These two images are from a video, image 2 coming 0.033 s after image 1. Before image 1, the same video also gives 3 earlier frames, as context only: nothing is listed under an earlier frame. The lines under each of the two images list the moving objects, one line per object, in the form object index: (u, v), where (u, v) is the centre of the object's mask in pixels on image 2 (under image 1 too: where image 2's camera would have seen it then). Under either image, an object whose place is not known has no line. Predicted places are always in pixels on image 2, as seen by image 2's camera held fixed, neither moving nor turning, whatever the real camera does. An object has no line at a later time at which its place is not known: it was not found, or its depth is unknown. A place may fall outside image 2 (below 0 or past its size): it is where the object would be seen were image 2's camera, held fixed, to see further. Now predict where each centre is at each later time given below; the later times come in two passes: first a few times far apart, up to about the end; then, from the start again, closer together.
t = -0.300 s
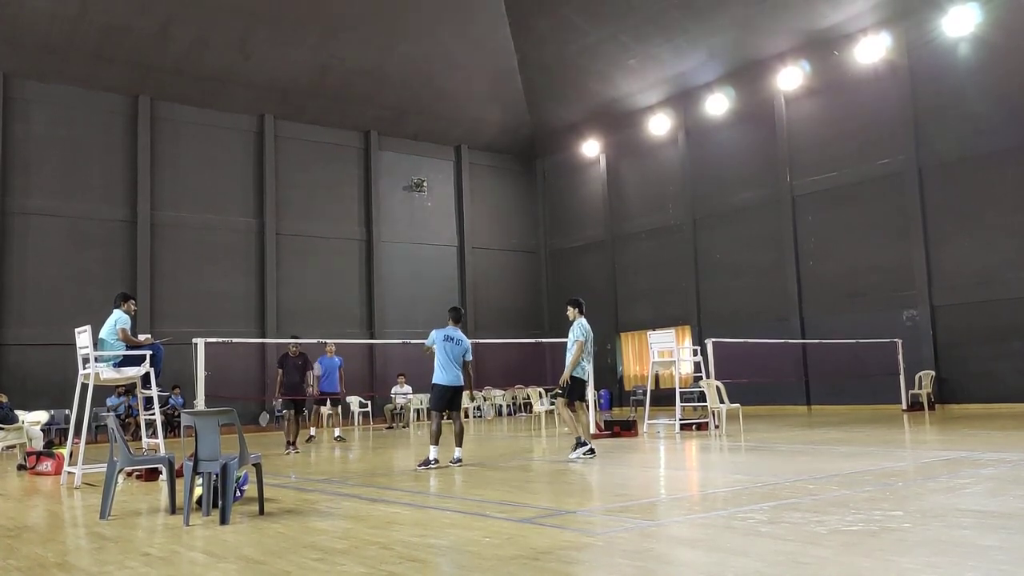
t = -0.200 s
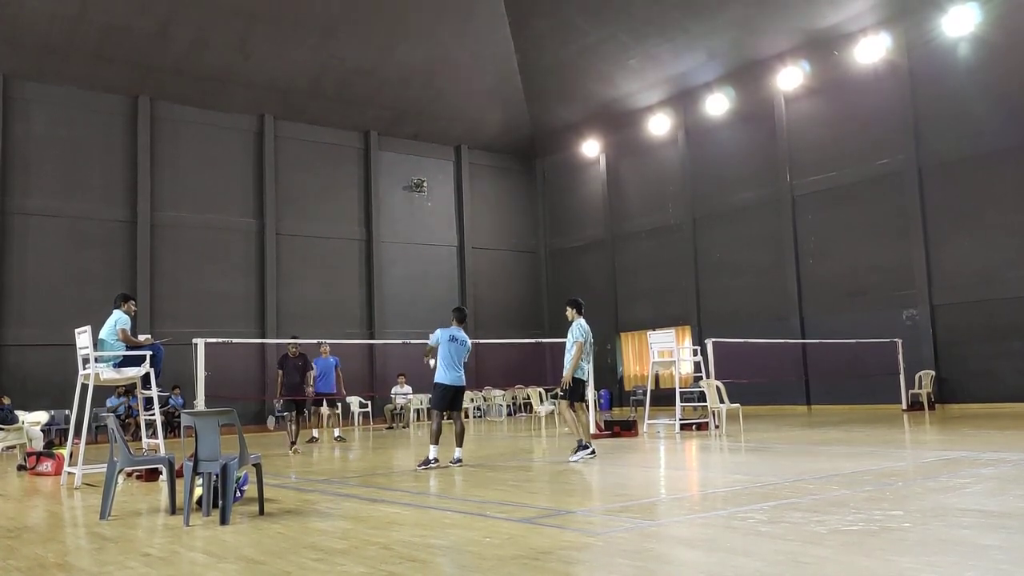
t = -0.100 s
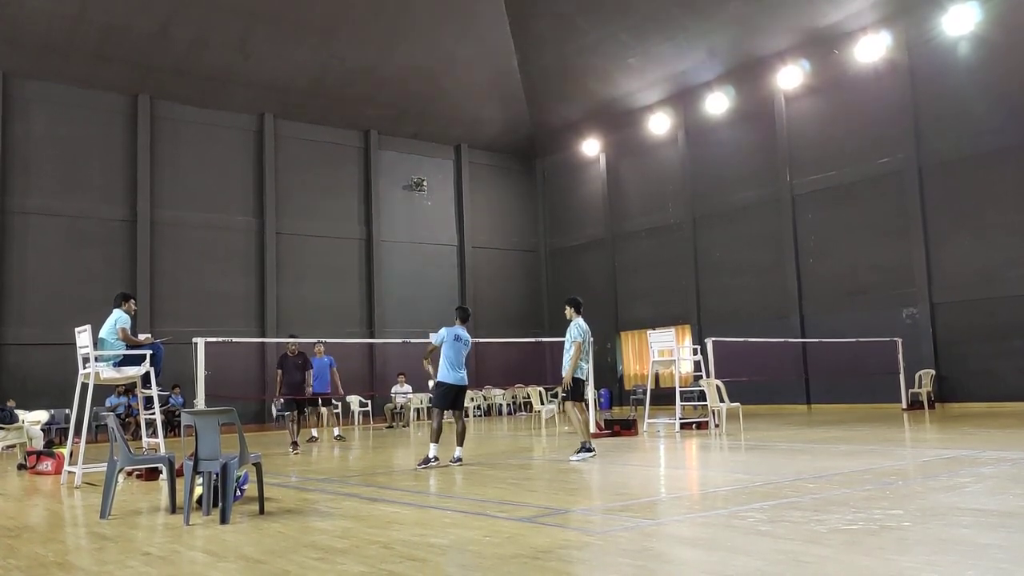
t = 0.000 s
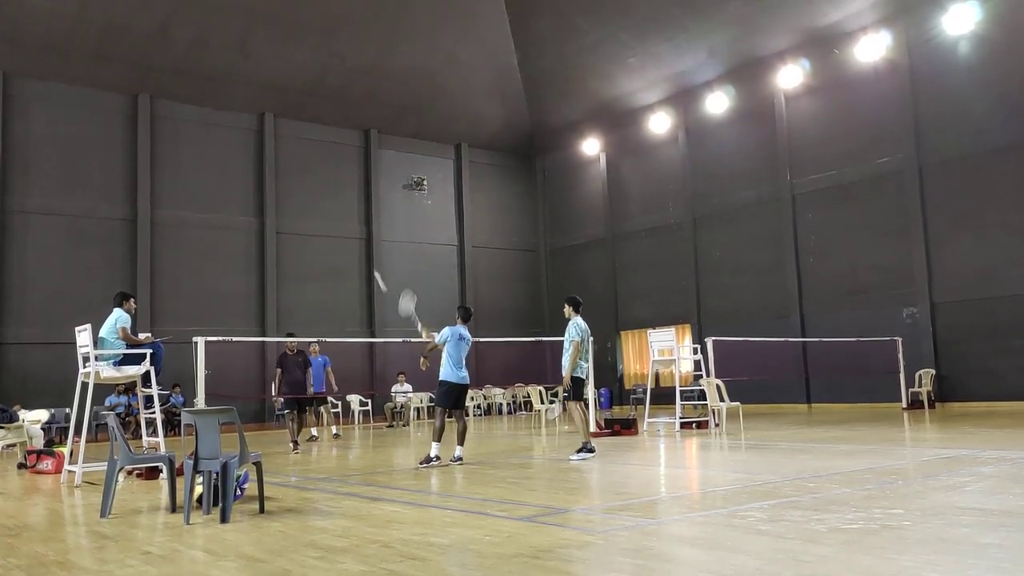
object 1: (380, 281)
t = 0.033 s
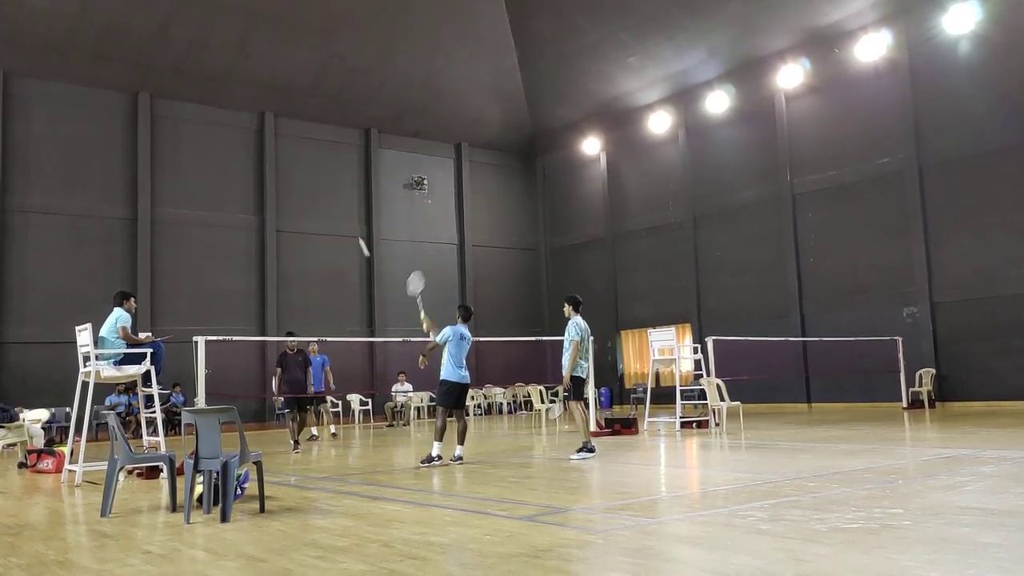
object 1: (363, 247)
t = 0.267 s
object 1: (297, 122)
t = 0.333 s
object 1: (286, 105)
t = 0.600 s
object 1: (253, 77)
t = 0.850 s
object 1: (231, 89)
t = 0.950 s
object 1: (225, 103)
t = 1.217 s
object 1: (214, 159)
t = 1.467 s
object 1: (206, 227)
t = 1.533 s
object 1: (205, 246)
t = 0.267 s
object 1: (297, 122)
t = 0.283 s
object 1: (294, 117)
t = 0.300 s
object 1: (292, 113)
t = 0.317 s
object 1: (288, 109)
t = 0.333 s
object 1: (286, 105)
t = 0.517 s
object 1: (261, 80)
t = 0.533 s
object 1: (260, 79)
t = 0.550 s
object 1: (258, 78)
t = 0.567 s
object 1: (256, 78)
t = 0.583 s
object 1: (254, 77)
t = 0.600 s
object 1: (253, 77)
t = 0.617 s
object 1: (251, 77)
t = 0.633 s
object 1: (249, 76)
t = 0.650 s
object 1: (248, 76)
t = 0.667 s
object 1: (246, 77)
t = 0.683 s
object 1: (245, 77)
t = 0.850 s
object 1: (231, 89)
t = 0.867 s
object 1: (230, 90)
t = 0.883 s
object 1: (229, 93)
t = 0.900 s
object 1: (228, 95)
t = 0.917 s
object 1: (227, 98)
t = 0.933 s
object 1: (226, 100)
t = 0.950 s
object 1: (225, 103)
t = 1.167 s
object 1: (215, 146)
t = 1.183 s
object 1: (215, 150)
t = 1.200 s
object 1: (214, 154)
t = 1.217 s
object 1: (214, 159)
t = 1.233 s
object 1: (213, 163)
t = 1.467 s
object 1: (206, 227)
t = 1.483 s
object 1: (206, 232)
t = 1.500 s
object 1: (206, 236)
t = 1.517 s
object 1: (205, 241)
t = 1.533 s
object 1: (205, 246)
